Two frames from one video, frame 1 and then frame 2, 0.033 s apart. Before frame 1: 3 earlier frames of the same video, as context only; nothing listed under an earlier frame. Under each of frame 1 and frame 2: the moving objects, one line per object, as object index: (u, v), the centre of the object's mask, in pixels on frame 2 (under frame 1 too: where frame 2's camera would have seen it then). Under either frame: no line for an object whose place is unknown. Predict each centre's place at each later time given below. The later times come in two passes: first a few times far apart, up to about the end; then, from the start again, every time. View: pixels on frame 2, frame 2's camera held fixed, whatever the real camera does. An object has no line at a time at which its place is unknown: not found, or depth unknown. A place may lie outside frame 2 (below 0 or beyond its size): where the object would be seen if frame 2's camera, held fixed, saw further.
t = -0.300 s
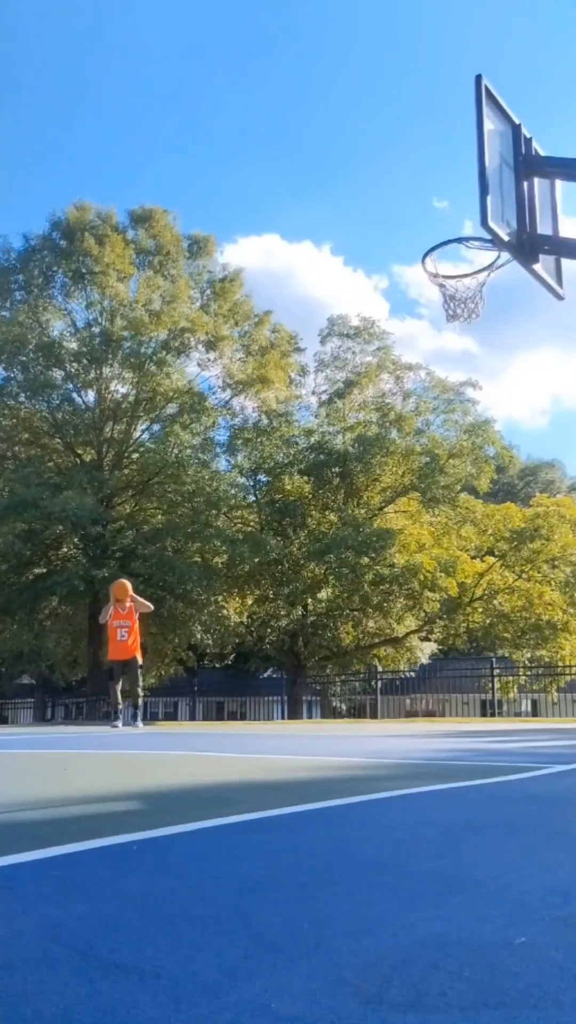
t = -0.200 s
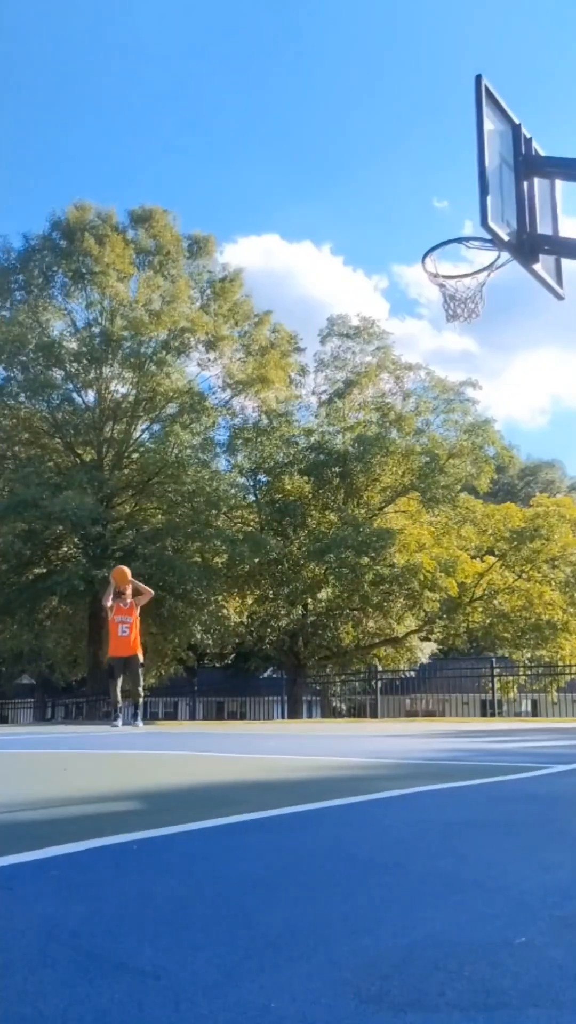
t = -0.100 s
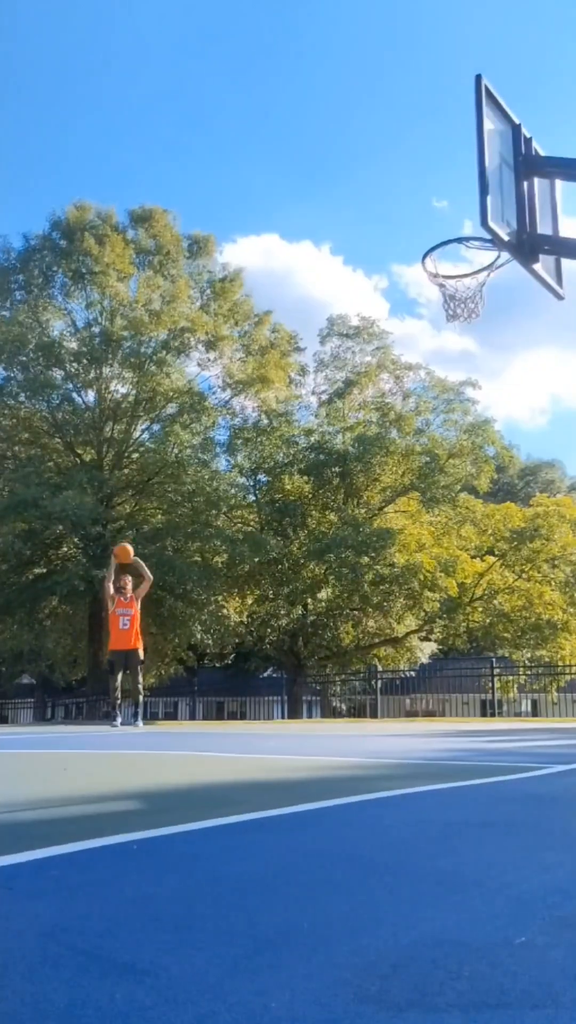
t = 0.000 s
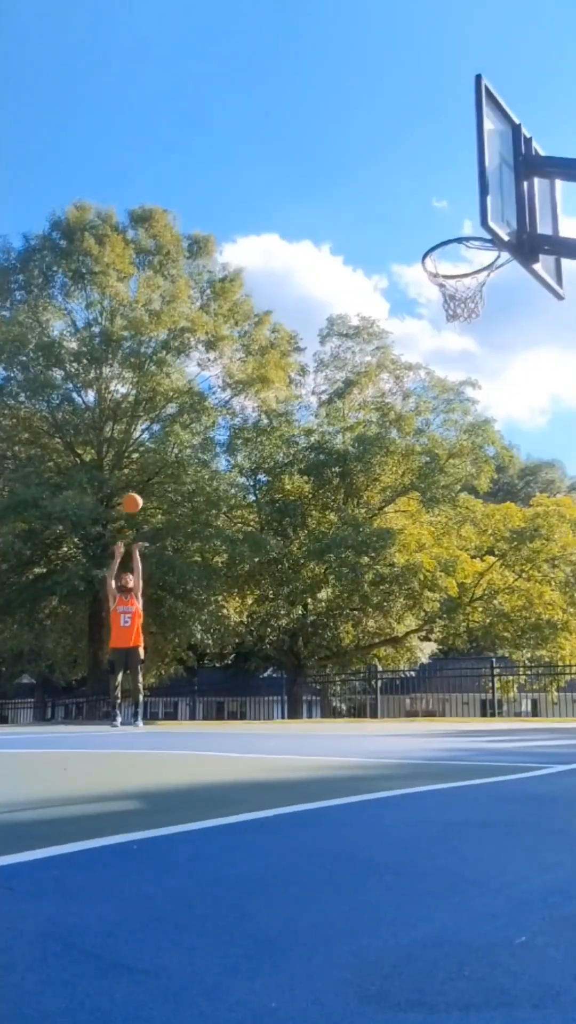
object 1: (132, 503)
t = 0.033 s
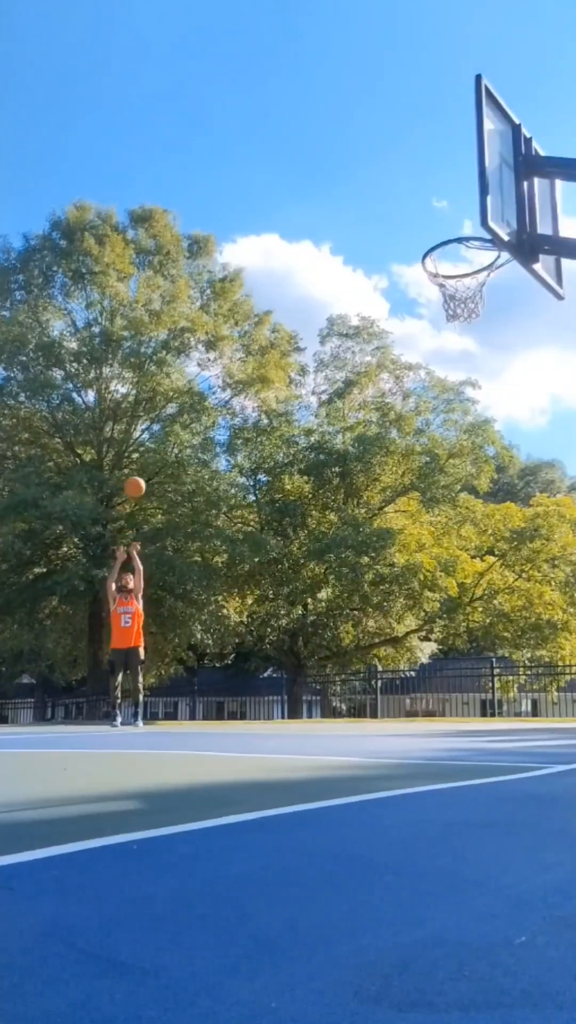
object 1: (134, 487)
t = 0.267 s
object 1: (156, 400)
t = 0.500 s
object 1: (180, 344)
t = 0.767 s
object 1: (210, 333)
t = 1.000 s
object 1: (240, 381)
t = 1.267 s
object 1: (279, 516)
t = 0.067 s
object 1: (138, 472)
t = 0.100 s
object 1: (141, 458)
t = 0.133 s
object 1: (144, 445)
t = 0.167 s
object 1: (147, 431)
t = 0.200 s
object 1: (151, 419)
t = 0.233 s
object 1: (154, 408)
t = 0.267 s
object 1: (156, 400)
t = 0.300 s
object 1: (161, 387)
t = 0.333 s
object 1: (163, 378)
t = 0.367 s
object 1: (167, 369)
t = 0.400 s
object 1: (170, 361)
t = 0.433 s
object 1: (173, 354)
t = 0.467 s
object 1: (177, 348)
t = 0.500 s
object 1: (180, 344)
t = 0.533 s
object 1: (183, 340)
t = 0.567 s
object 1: (186, 336)
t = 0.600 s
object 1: (191, 333)
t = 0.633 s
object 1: (194, 332)
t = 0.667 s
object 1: (199, 330)
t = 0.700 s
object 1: (202, 330)
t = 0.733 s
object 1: (207, 331)
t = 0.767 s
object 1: (210, 333)
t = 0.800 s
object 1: (214, 337)
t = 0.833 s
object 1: (219, 341)
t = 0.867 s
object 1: (222, 346)
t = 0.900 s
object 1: (227, 353)
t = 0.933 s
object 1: (231, 361)
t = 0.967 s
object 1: (236, 371)
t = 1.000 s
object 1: (240, 381)
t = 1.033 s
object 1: (244, 391)
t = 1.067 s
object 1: (249, 405)
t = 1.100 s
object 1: (254, 420)
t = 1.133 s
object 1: (259, 436)
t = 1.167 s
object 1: (263, 453)
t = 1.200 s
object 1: (268, 473)
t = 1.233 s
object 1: (274, 494)
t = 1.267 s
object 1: (279, 516)
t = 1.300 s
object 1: (284, 542)
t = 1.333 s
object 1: (289, 568)
